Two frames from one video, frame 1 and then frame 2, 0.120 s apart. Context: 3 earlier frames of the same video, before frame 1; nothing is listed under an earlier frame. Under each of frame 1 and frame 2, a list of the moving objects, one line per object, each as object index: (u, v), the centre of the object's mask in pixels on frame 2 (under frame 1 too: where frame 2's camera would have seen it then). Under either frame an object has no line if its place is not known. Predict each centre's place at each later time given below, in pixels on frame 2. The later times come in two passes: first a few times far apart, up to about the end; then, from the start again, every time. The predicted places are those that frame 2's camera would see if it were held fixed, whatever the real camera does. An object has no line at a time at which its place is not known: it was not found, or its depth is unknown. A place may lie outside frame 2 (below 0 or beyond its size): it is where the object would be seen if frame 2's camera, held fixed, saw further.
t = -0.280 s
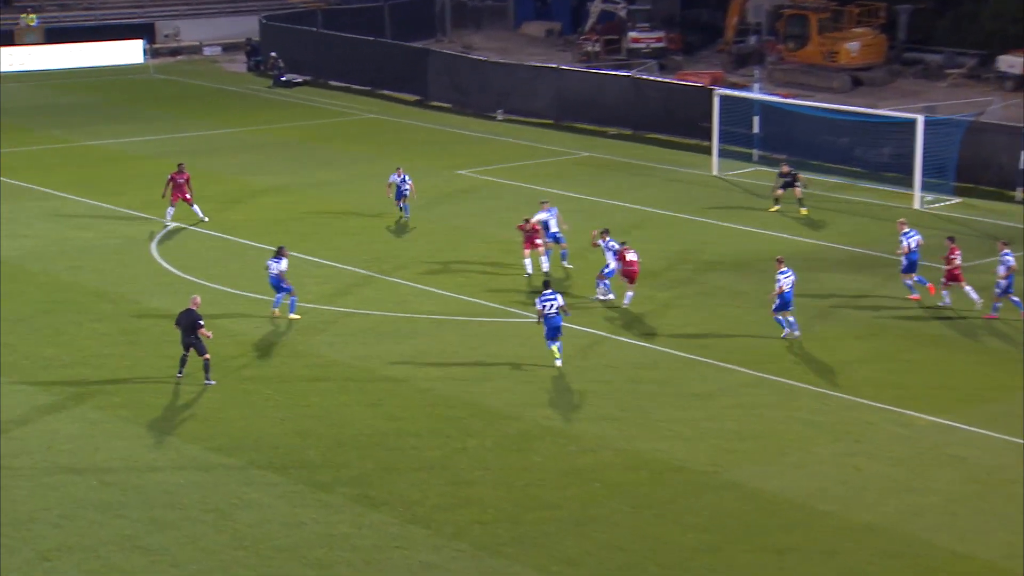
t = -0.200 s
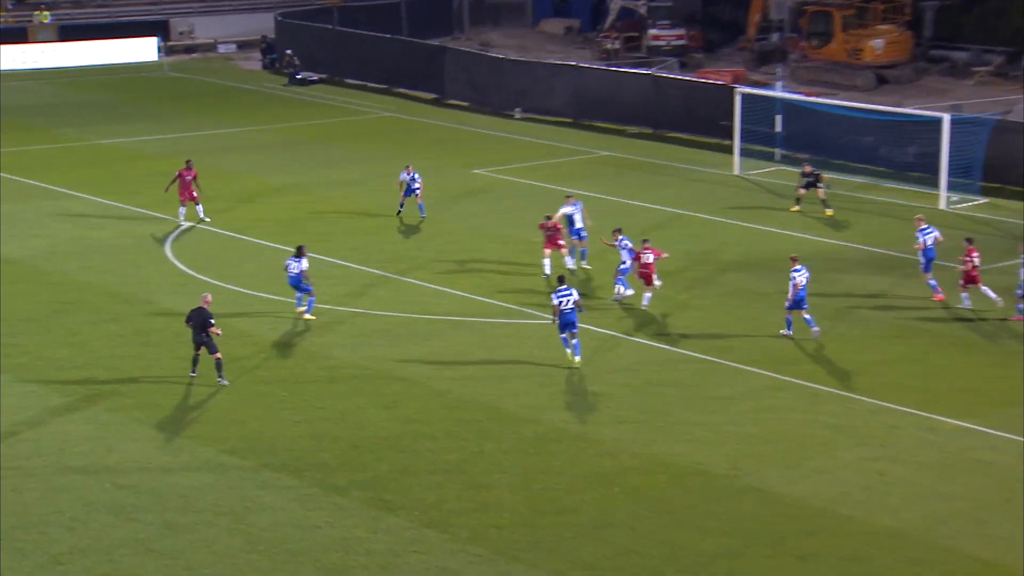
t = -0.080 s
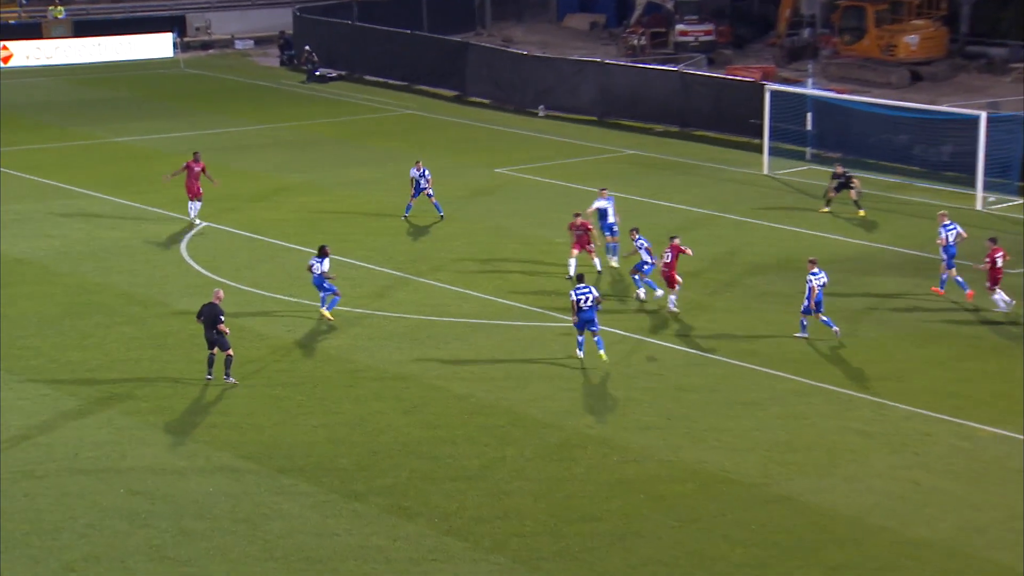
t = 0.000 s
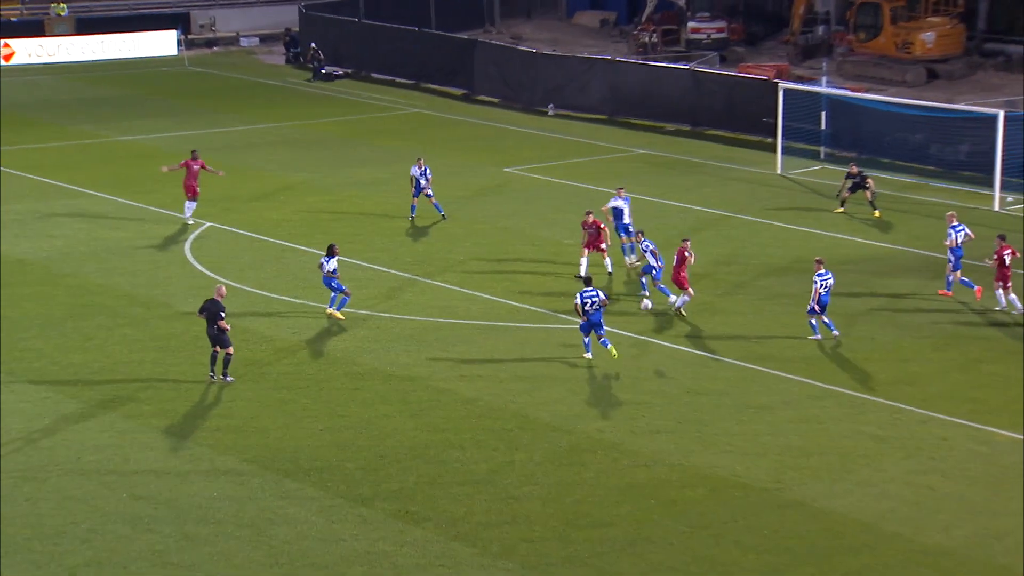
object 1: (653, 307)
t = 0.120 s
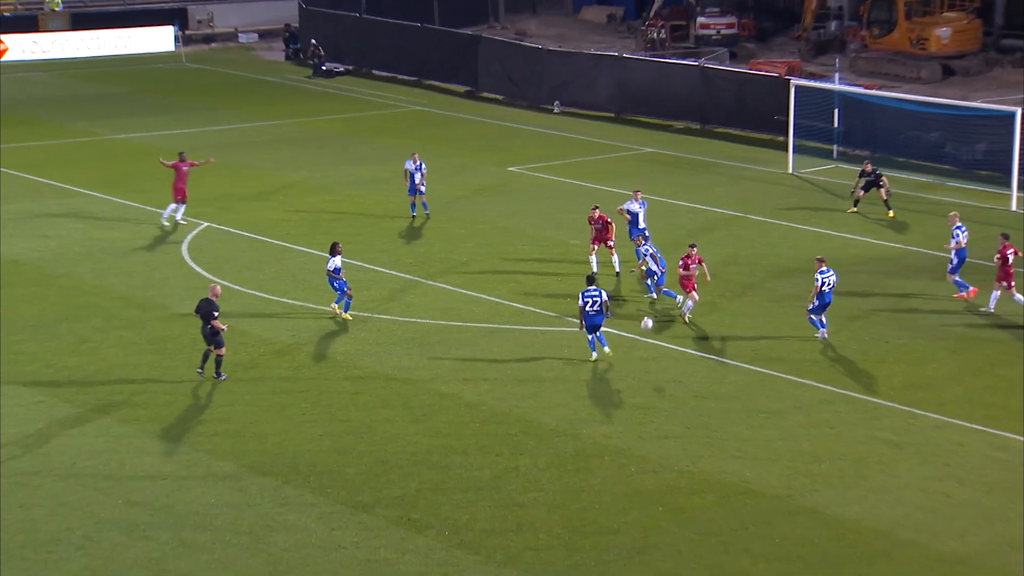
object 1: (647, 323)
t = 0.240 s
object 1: (638, 350)
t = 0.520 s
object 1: (621, 393)
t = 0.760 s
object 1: (606, 419)
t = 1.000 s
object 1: (589, 464)
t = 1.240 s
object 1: (570, 493)
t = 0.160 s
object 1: (644, 332)
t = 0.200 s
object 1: (641, 341)
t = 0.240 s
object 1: (638, 350)
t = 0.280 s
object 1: (636, 361)
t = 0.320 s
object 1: (633, 372)
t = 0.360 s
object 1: (630, 386)
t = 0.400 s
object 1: (627, 392)
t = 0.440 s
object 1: (625, 391)
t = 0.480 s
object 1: (623, 392)
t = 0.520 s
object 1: (621, 393)
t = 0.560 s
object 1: (619, 395)
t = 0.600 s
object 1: (616, 398)
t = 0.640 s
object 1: (614, 402)
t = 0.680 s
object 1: (611, 407)
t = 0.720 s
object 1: (609, 413)
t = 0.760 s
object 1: (606, 419)
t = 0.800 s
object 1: (604, 428)
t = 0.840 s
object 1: (601, 437)
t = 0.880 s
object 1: (598, 447)
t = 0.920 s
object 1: (595, 458)
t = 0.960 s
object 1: (592, 462)
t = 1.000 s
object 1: (589, 464)
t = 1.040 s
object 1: (586, 466)
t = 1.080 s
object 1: (583, 469)
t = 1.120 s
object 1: (580, 473)
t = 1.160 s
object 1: (577, 479)
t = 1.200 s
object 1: (573, 485)
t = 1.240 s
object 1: (570, 493)
